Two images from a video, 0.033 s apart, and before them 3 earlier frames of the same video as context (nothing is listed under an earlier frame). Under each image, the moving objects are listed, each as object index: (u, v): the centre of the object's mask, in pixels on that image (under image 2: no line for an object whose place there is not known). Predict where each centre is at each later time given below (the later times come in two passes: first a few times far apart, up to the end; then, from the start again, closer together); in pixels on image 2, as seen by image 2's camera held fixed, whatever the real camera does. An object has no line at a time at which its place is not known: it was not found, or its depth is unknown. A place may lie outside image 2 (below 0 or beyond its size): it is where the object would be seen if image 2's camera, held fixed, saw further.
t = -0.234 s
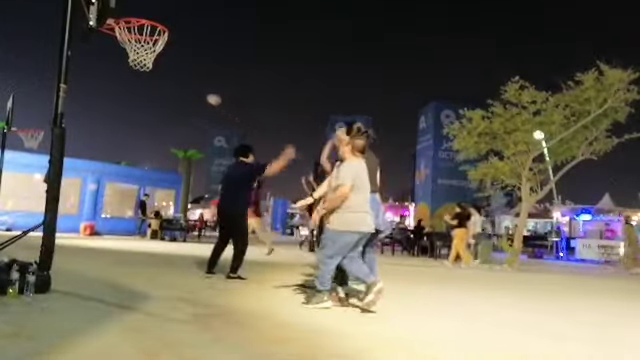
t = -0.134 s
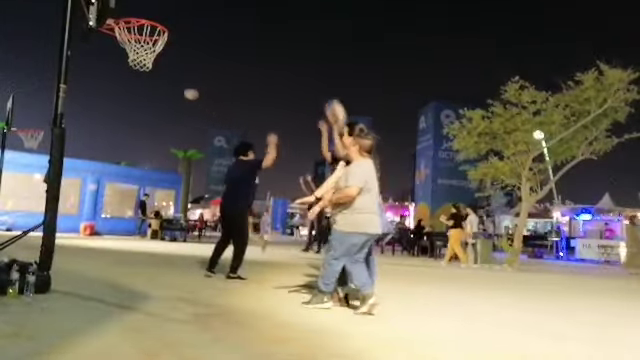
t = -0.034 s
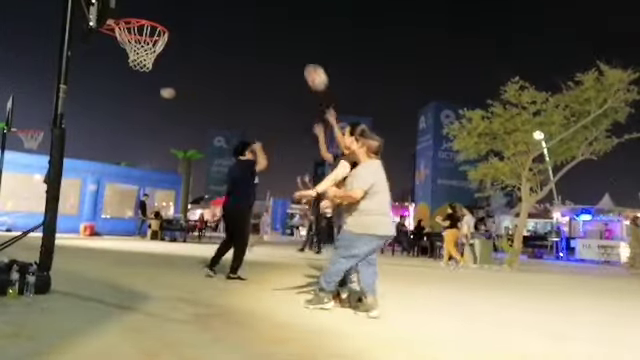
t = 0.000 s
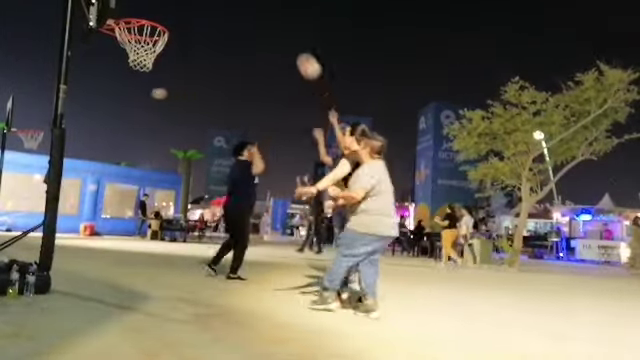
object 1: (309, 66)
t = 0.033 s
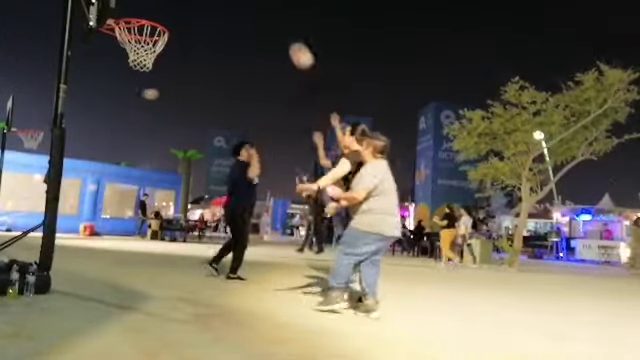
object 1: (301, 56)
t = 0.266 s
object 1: (242, 8)
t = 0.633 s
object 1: (125, 9)
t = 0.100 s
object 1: (285, 38)
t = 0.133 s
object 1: (277, 29)
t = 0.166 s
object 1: (269, 22)
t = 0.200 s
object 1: (260, 16)
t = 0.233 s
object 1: (251, 11)
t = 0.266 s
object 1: (242, 8)
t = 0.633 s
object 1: (125, 9)
